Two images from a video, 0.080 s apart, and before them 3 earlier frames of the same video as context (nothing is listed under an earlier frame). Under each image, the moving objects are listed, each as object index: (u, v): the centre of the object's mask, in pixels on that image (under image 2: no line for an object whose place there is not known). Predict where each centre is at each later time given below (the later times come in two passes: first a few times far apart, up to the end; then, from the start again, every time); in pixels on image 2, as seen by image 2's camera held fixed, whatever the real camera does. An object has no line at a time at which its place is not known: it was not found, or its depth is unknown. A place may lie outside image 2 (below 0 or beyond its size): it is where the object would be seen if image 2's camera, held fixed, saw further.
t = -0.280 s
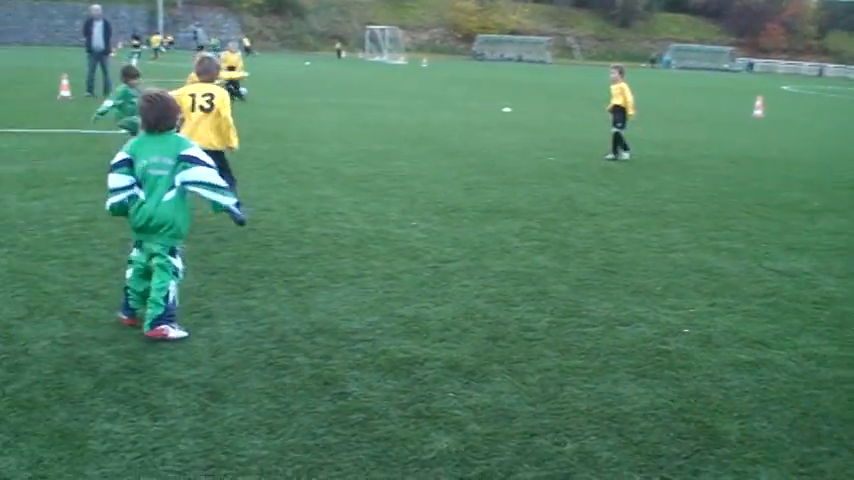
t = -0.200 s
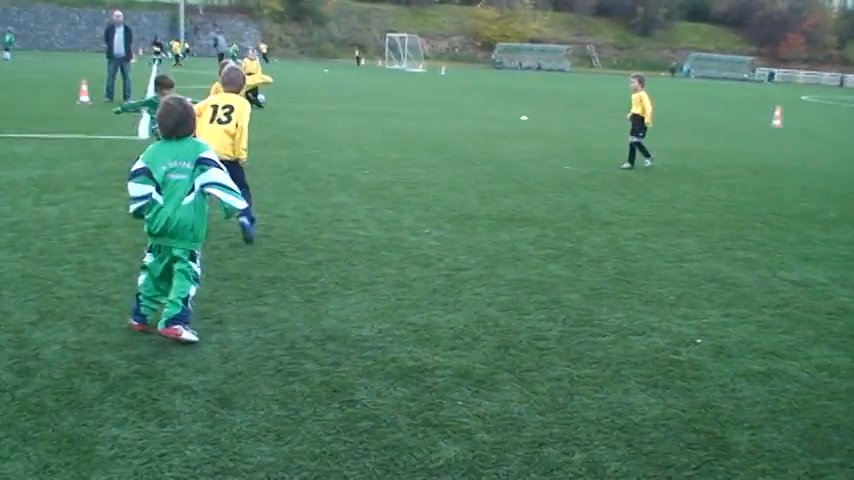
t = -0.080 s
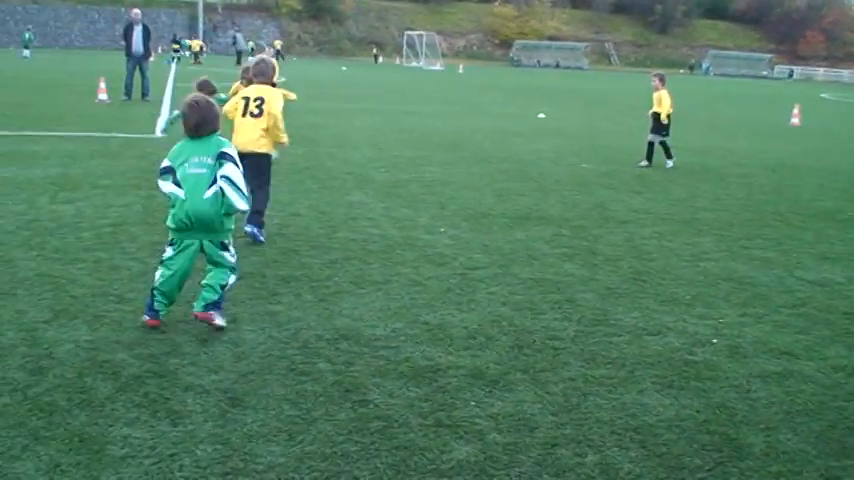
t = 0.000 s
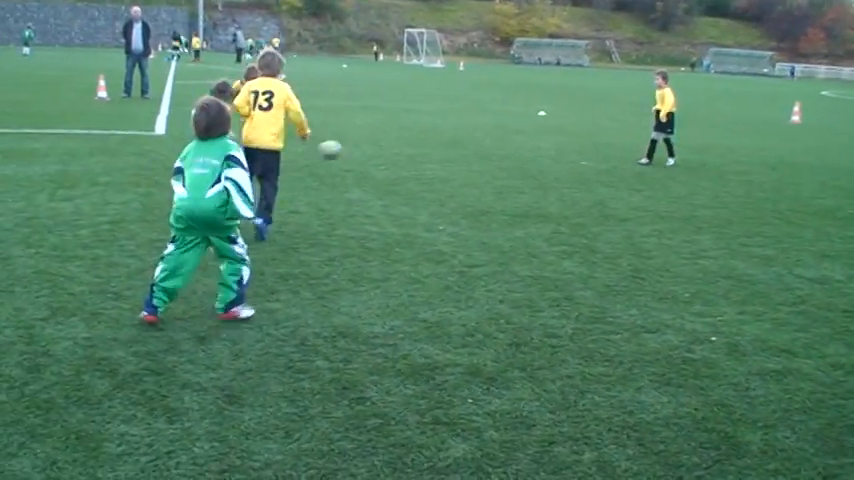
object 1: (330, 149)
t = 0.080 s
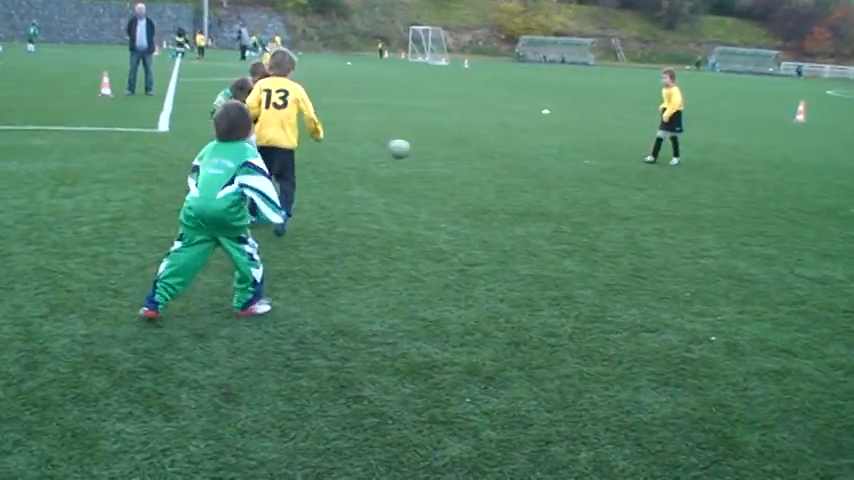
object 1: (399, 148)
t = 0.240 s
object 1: (543, 169)
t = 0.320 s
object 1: (622, 190)
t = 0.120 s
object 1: (434, 151)
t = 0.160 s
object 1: (469, 155)
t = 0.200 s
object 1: (505, 162)
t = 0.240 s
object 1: (543, 169)
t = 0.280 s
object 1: (582, 179)
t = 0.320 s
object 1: (622, 190)
